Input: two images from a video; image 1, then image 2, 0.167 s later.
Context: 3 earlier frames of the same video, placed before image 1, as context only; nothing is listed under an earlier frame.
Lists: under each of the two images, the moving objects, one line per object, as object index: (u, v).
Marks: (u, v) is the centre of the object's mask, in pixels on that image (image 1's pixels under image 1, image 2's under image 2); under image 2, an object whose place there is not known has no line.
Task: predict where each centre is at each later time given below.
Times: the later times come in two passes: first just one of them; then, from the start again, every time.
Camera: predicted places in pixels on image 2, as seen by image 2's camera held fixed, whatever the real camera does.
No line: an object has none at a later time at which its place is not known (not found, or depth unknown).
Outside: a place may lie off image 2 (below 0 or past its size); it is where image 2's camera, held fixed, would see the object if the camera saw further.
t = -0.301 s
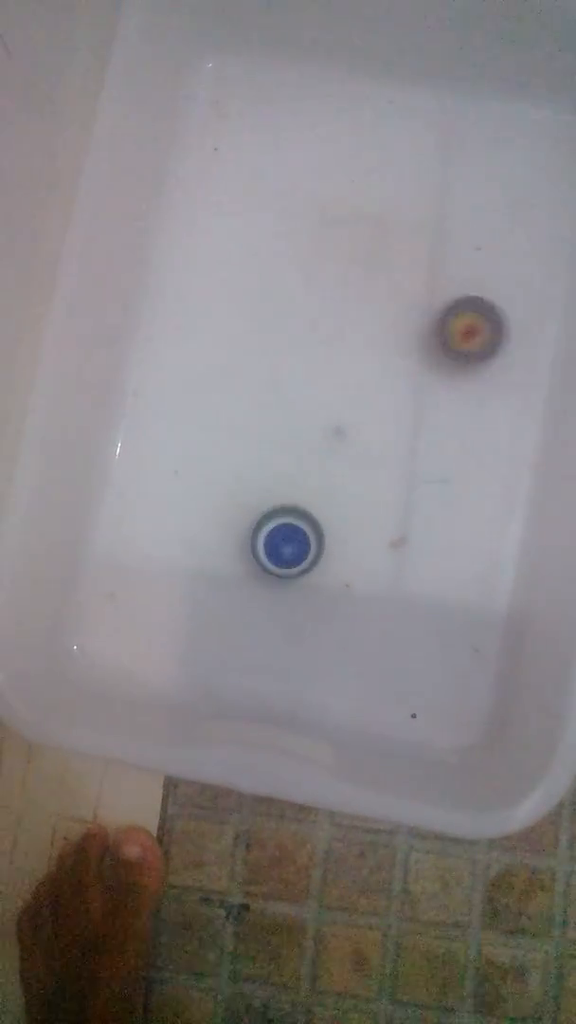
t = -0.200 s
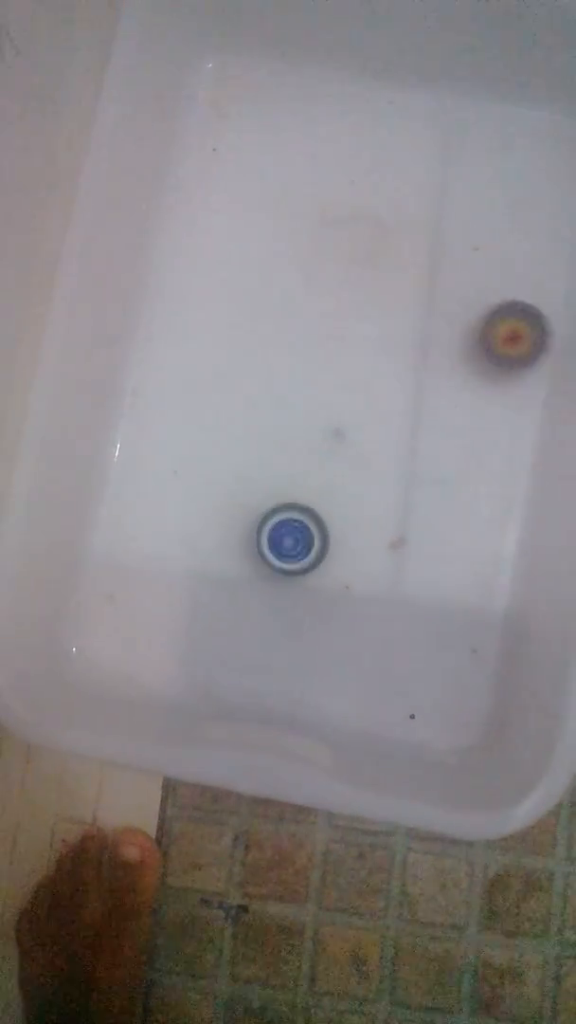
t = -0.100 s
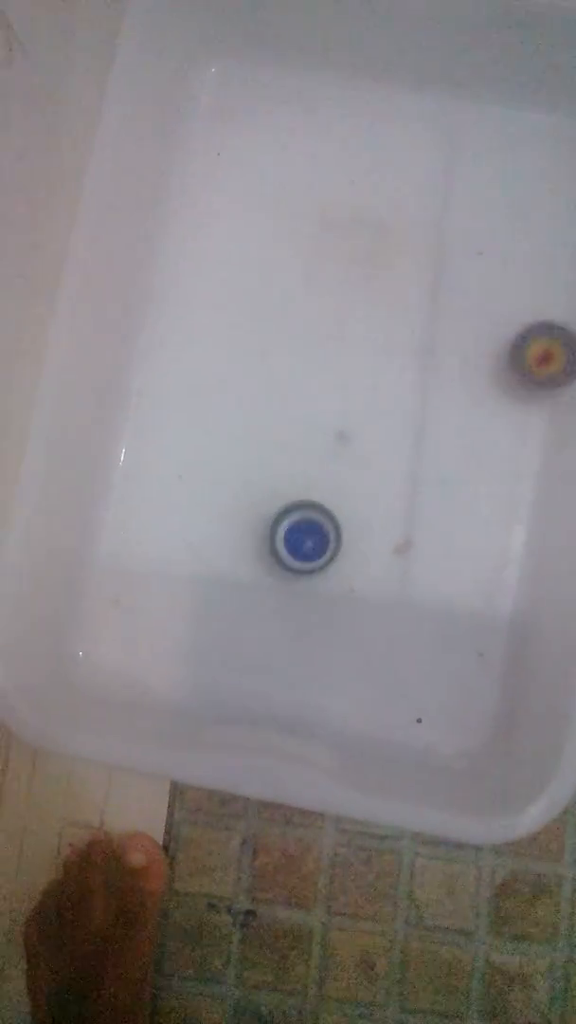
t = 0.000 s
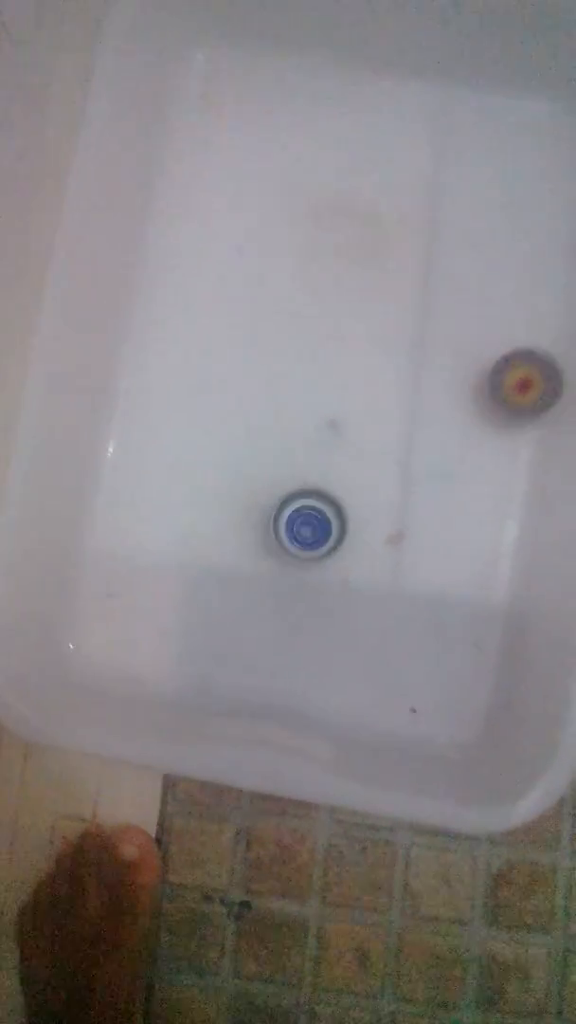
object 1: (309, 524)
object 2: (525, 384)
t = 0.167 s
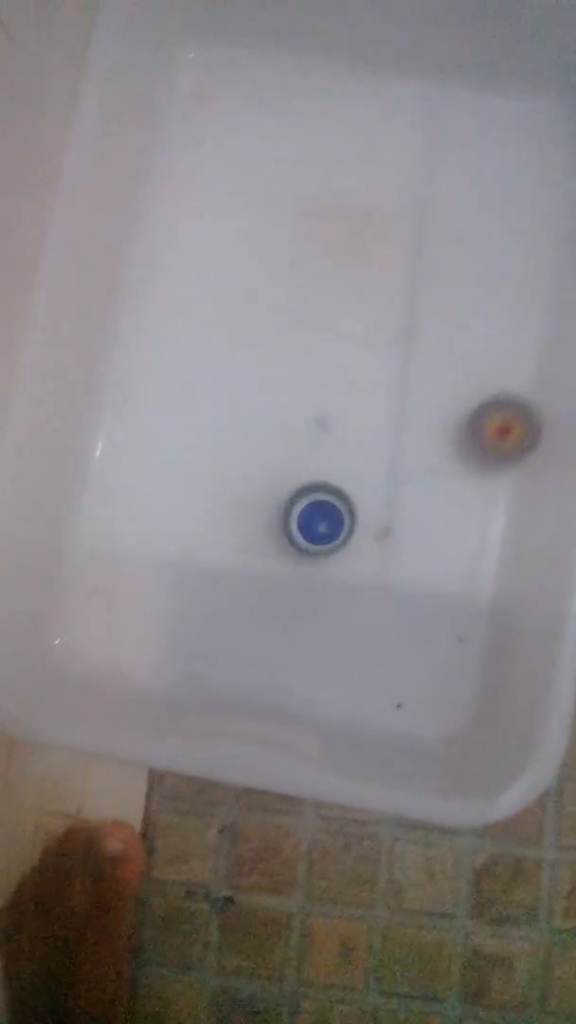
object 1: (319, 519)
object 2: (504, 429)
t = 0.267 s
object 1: (334, 528)
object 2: (494, 462)
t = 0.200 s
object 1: (327, 522)
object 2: (500, 442)
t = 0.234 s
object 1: (330, 522)
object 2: (497, 452)
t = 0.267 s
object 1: (334, 528)
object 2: (494, 462)
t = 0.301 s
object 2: (489, 469)
